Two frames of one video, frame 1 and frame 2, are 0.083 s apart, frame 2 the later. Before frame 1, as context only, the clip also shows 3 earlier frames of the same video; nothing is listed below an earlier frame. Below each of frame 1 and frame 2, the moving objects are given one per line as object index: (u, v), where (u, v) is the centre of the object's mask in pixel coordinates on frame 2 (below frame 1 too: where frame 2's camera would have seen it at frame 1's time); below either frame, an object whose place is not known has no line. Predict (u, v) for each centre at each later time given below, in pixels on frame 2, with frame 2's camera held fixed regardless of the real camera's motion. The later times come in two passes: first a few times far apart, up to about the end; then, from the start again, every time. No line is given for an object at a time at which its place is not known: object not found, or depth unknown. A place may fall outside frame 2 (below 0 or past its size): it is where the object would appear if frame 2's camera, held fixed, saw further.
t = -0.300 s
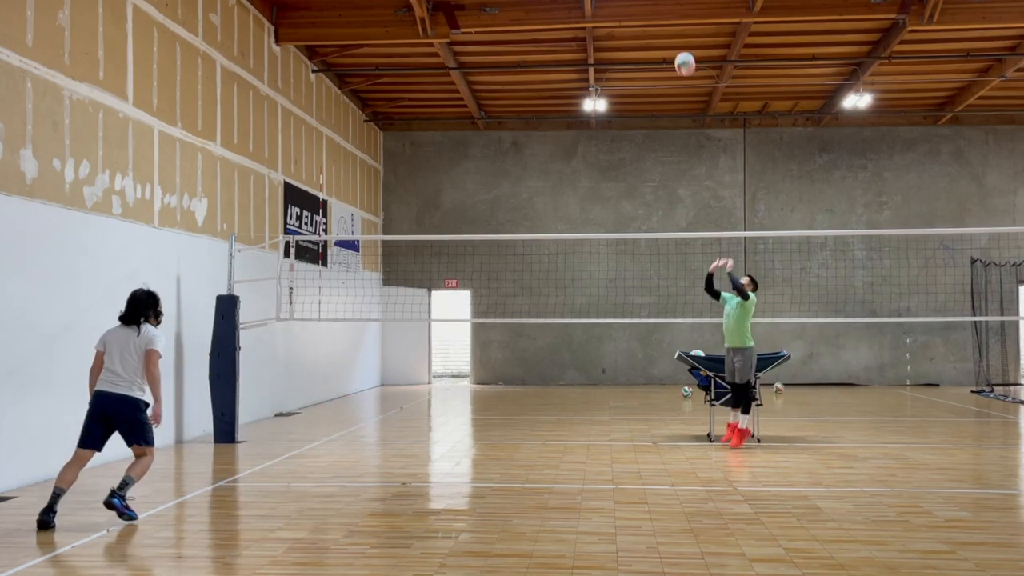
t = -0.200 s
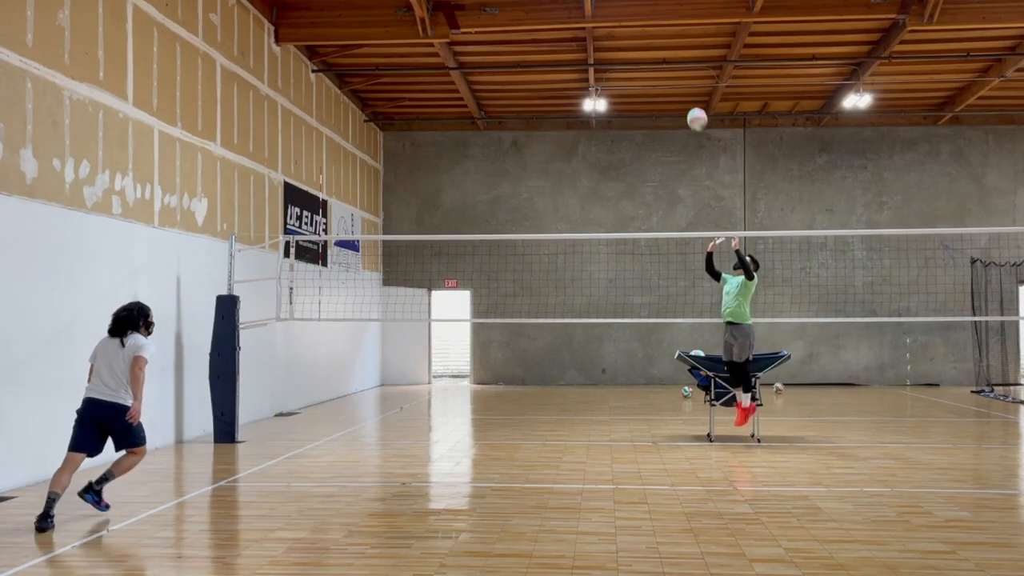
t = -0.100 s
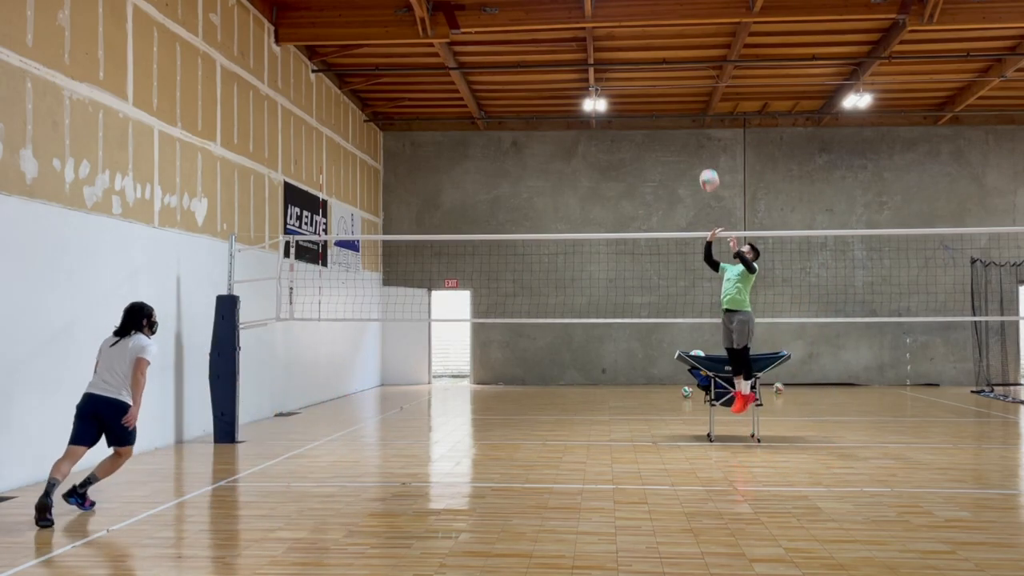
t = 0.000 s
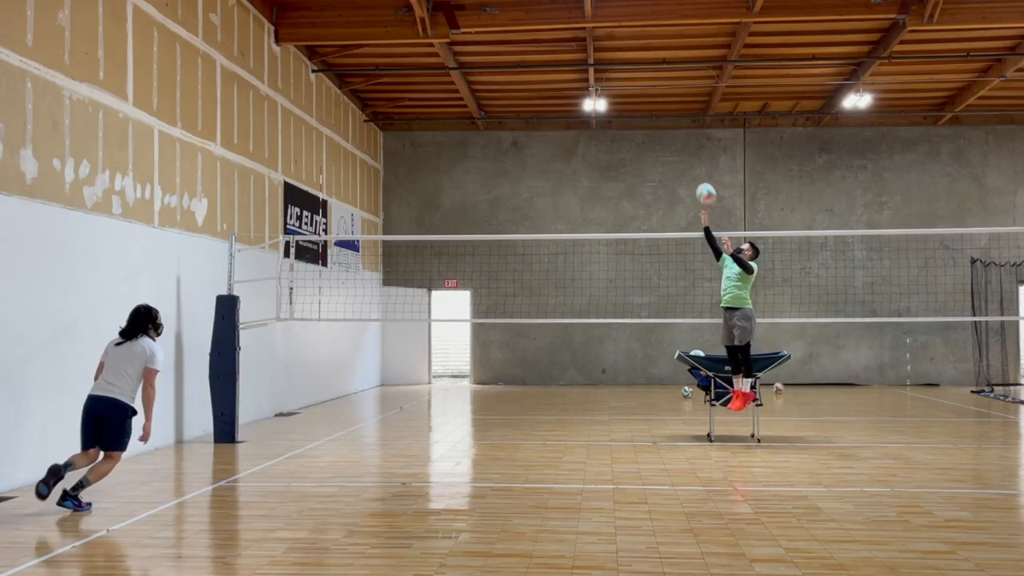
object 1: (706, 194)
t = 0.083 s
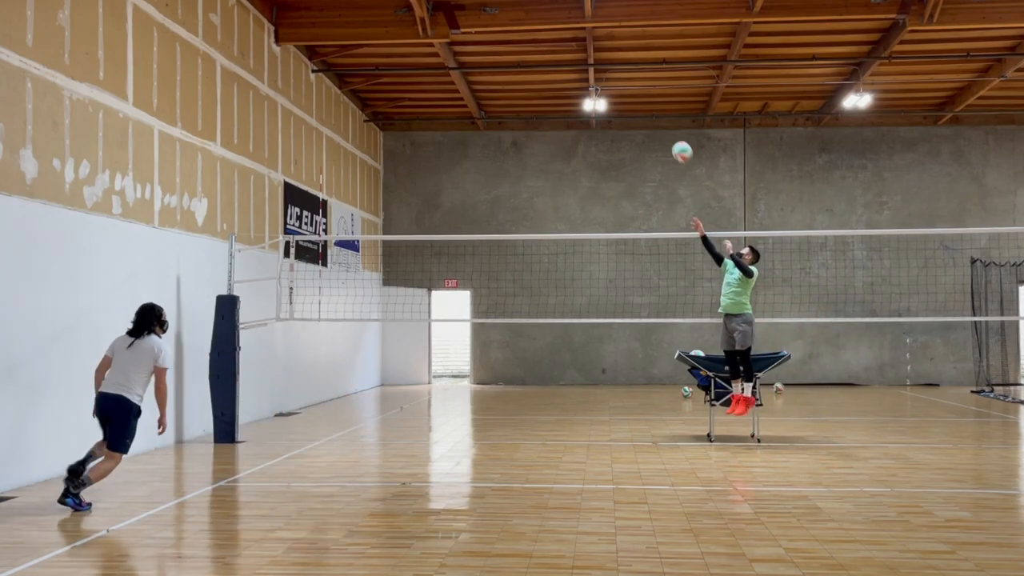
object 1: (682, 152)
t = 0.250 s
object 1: (635, 86)
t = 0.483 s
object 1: (570, 35)
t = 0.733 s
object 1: (500, 33)
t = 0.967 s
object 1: (434, 82)
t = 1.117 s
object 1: (392, 139)
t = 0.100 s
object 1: (677, 144)
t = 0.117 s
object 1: (672, 136)
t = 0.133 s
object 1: (667, 129)
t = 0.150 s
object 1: (663, 122)
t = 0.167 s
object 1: (658, 116)
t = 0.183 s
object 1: (653, 109)
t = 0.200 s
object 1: (649, 103)
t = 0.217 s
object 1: (644, 97)
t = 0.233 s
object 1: (639, 91)
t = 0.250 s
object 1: (635, 86)
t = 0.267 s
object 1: (630, 81)
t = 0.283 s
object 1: (625, 76)
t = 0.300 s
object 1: (620, 71)
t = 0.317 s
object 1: (616, 66)
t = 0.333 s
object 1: (611, 62)
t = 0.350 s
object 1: (607, 58)
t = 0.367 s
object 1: (602, 54)
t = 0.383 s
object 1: (597, 51)
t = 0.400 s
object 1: (592, 48)
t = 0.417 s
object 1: (588, 44)
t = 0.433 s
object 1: (583, 42)
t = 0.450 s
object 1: (579, 39)
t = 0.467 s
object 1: (574, 37)
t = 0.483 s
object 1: (570, 35)
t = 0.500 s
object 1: (565, 33)
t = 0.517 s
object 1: (561, 32)
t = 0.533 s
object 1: (556, 30)
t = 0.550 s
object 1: (551, 29)
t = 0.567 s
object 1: (546, 28)
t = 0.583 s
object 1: (542, 28)
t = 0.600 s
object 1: (537, 27)
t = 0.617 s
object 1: (533, 27)
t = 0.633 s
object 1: (528, 27)
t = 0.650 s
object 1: (523, 28)
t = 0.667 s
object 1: (519, 28)
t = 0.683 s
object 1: (514, 29)
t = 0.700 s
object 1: (509, 30)
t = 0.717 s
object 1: (505, 32)
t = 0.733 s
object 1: (500, 33)
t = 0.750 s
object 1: (495, 35)
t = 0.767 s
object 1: (490, 37)
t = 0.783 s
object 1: (486, 40)
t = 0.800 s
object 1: (481, 42)
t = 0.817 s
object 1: (476, 45)
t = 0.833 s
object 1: (472, 48)
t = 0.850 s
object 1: (467, 52)
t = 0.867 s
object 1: (462, 55)
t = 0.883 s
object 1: (457, 59)
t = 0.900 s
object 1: (453, 64)
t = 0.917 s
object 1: (448, 68)
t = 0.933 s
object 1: (444, 72)
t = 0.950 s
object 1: (439, 77)
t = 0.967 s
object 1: (434, 82)
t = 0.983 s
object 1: (430, 88)
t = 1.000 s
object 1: (425, 93)
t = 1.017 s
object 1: (420, 99)
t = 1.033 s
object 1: (416, 105)
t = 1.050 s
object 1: (411, 111)
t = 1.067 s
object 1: (406, 118)
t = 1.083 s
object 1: (402, 125)
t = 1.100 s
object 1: (397, 132)
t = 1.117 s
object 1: (392, 139)
